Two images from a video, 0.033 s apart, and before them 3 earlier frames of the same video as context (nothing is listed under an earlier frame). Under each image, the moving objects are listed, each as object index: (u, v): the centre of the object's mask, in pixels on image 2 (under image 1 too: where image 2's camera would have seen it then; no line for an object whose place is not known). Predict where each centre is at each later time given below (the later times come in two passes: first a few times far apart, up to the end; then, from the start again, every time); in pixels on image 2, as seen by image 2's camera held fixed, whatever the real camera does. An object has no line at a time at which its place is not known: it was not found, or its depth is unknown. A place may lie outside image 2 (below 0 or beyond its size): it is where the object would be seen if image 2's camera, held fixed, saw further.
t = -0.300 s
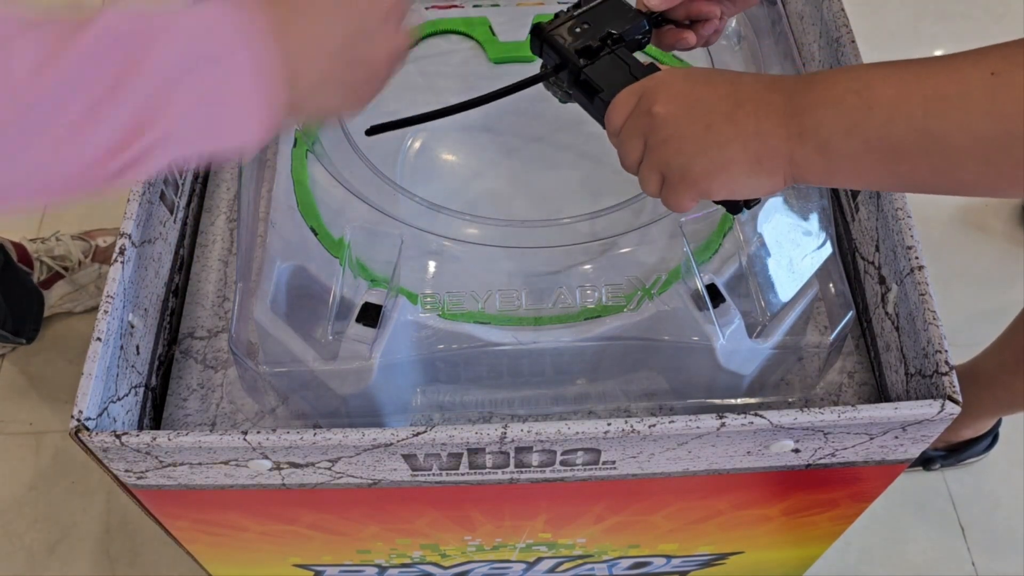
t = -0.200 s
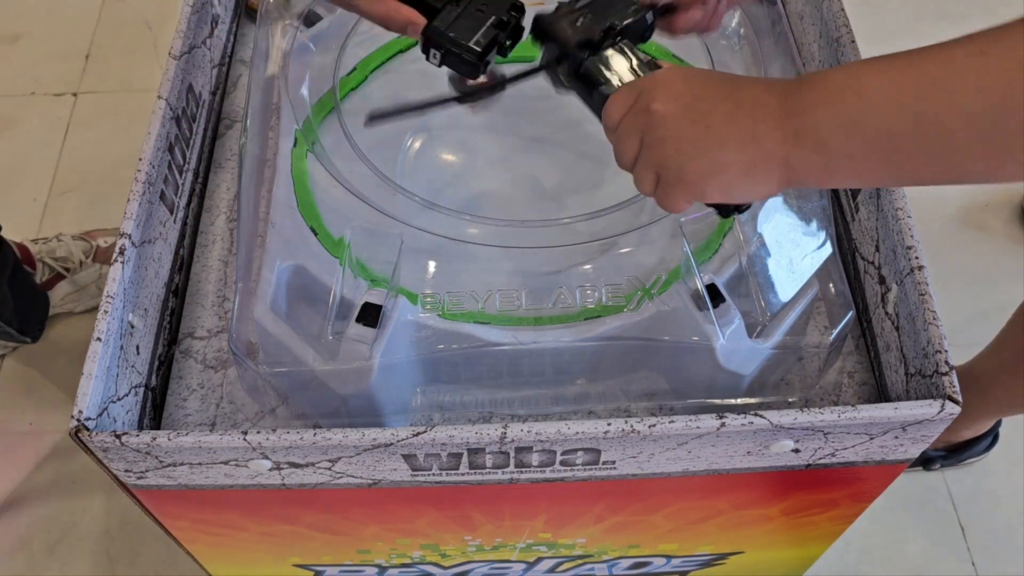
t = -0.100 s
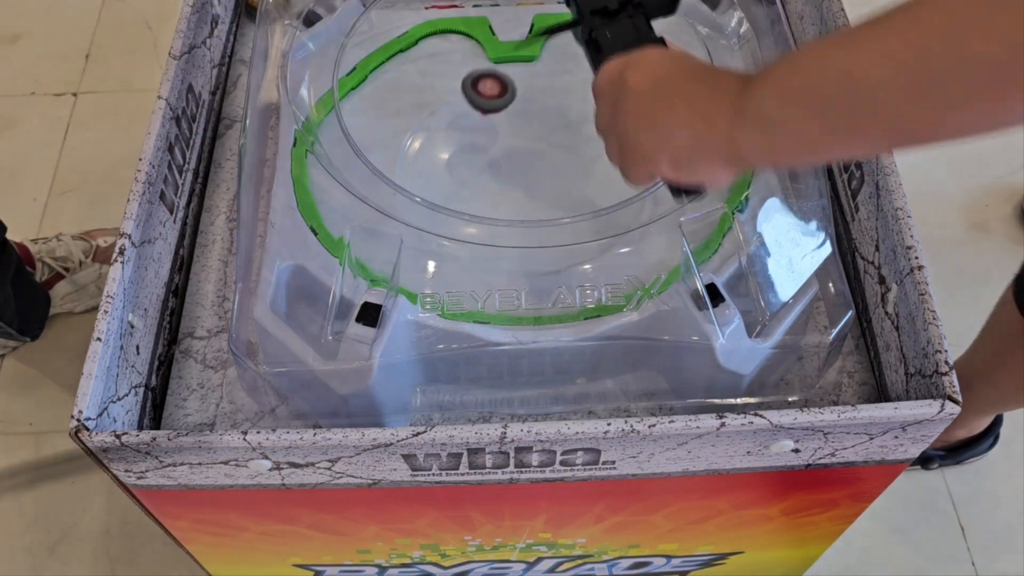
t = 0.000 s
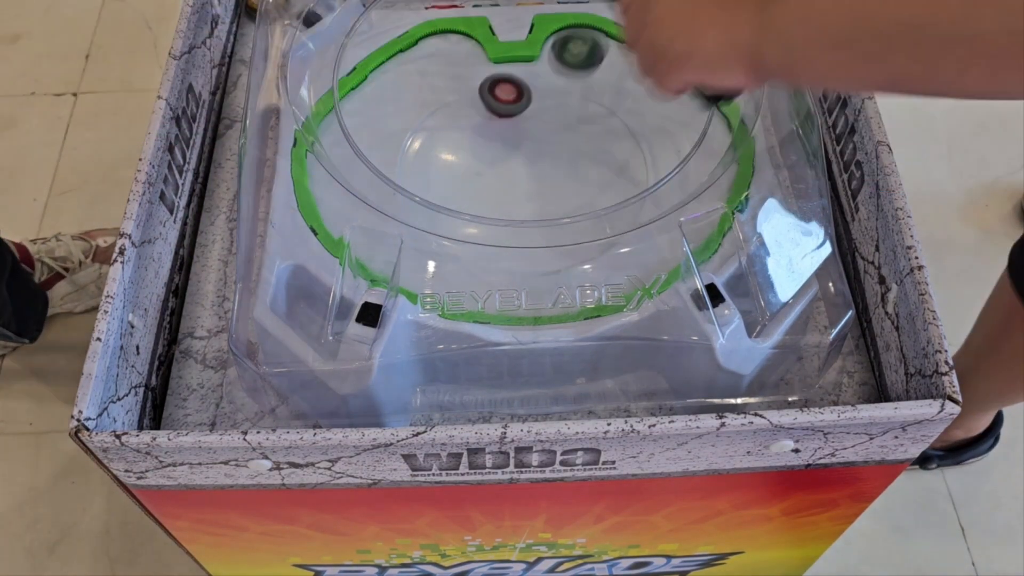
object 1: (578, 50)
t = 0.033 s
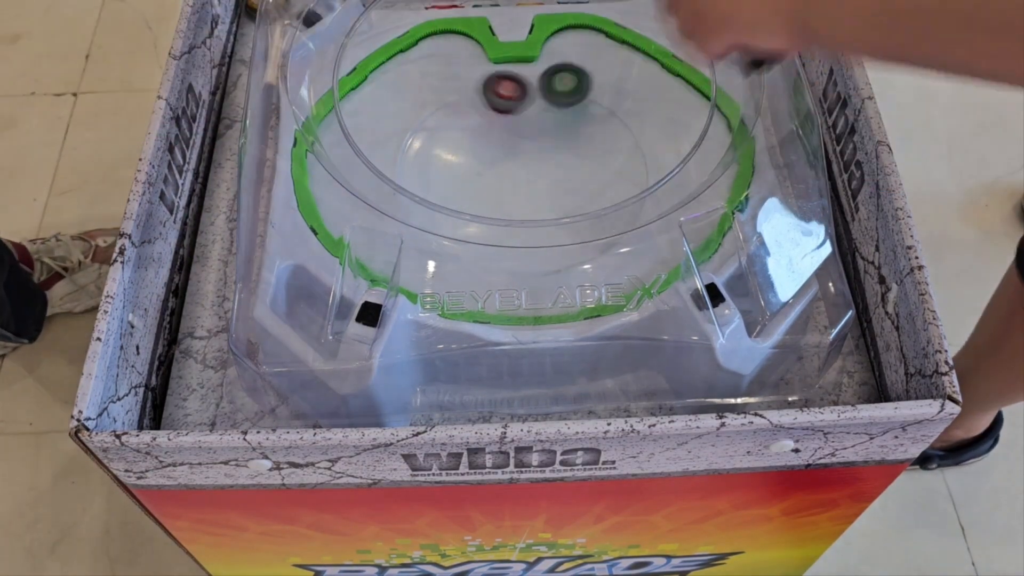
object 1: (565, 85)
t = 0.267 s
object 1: (711, 116)
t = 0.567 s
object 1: (639, 164)
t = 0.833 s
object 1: (473, 151)
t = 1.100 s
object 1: (436, 169)
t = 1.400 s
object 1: (576, 198)
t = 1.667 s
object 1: (573, 144)
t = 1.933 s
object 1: (442, 127)
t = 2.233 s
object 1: (473, 211)
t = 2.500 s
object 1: (603, 187)
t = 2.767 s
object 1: (534, 93)
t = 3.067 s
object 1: (413, 148)
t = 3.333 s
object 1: (529, 229)
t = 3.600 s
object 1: (606, 128)
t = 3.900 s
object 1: (466, 69)
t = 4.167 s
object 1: (385, 121)
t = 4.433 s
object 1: (428, 179)
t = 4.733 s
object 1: (623, 165)
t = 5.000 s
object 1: (563, 107)
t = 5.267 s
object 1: (428, 147)
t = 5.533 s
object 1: (516, 228)
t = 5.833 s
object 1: (618, 146)
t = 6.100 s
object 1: (485, 114)
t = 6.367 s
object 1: (442, 189)
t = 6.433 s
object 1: (466, 213)
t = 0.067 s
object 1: (587, 75)
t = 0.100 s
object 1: (610, 73)
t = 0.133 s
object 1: (633, 80)
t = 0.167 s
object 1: (655, 97)
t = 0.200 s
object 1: (674, 99)
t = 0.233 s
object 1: (692, 104)
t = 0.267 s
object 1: (711, 116)
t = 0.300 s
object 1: (725, 122)
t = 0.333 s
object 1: (724, 131)
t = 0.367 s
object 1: (715, 138)
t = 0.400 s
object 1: (704, 145)
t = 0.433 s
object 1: (694, 152)
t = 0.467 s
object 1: (683, 157)
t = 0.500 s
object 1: (669, 160)
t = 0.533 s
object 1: (653, 160)
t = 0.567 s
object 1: (639, 164)
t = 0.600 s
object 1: (621, 167)
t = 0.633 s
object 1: (600, 167)
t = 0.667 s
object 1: (577, 166)
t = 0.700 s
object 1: (554, 164)
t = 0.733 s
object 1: (532, 160)
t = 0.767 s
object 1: (511, 157)
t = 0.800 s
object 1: (491, 153)
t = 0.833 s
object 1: (473, 151)
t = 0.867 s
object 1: (457, 149)
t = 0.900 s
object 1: (444, 148)
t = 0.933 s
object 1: (434, 148)
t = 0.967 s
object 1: (428, 150)
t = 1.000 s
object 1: (424, 153)
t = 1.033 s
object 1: (425, 158)
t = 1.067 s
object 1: (429, 164)
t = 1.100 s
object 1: (436, 169)
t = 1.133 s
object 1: (447, 176)
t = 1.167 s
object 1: (459, 181)
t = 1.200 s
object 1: (474, 187)
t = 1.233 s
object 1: (491, 193)
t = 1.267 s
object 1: (510, 198)
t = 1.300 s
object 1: (528, 201)
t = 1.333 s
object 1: (546, 202)
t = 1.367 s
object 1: (563, 201)
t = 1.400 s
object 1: (576, 198)
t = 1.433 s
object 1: (588, 194)
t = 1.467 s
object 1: (597, 189)
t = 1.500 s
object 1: (603, 184)
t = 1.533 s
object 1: (604, 177)
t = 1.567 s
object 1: (602, 169)
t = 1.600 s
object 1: (595, 161)
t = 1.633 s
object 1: (585, 153)
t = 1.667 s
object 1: (573, 144)
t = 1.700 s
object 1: (558, 137)
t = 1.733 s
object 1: (541, 131)
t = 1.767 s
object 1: (523, 126)
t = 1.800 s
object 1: (505, 123)
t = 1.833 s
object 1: (487, 121)
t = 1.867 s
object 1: (470, 121)
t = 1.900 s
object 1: (455, 123)
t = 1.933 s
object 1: (442, 127)
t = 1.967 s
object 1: (432, 132)
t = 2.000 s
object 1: (425, 138)
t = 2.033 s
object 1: (422, 146)
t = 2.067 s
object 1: (422, 155)
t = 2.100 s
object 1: (426, 166)
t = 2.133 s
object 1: (433, 178)
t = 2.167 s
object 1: (444, 188)
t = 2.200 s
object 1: (457, 200)
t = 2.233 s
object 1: (473, 211)
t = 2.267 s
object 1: (492, 220)
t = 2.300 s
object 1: (513, 225)
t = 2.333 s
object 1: (534, 226)
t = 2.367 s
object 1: (553, 224)
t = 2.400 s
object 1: (571, 219)
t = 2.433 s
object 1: (586, 211)
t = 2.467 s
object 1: (595, 196)
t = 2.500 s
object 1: (603, 187)
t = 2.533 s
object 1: (608, 175)
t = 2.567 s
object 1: (607, 161)
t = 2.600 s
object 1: (602, 147)
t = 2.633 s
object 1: (594, 134)
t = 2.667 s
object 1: (583, 121)
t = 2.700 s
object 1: (568, 110)
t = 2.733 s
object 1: (552, 100)
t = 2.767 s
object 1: (534, 93)
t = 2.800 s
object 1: (515, 87)
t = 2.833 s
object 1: (495, 84)
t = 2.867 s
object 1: (476, 84)
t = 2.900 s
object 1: (457, 86)
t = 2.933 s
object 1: (439, 91)
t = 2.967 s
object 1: (425, 99)
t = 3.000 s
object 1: (418, 115)
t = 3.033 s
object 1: (413, 131)
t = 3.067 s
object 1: (413, 148)
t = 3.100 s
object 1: (416, 168)
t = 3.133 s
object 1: (426, 182)
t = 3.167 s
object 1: (436, 200)
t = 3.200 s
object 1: (451, 213)
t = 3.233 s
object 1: (468, 222)
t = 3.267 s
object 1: (488, 228)
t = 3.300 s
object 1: (508, 231)
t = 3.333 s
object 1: (529, 229)
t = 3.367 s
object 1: (548, 225)
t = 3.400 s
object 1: (566, 217)
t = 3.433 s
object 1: (582, 205)
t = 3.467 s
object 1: (593, 191)
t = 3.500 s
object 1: (603, 177)
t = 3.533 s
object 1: (608, 161)
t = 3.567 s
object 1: (609, 144)
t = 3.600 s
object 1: (606, 128)
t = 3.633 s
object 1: (599, 113)
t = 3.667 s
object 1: (589, 99)
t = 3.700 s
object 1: (575, 88)
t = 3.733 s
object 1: (560, 78)
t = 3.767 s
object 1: (542, 72)
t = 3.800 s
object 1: (524, 67)
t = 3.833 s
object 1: (504, 65)
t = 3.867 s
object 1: (485, 67)
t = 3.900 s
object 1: (466, 69)
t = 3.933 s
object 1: (449, 74)
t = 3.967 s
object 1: (434, 80)
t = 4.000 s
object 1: (421, 86)
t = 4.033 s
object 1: (410, 92)
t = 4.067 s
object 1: (401, 99)
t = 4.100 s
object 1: (394, 106)
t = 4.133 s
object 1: (388, 114)
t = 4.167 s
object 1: (385, 121)
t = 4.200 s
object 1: (383, 128)
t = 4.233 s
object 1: (383, 136)
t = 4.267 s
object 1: (384, 142)
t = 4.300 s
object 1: (387, 149)
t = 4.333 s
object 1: (392, 155)
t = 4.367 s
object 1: (401, 163)
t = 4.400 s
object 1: (413, 171)
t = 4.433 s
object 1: (428, 179)
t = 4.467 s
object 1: (448, 186)
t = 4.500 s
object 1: (471, 192)
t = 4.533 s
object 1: (496, 196)
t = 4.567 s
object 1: (522, 198)
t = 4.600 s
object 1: (549, 196)
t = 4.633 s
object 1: (572, 191)
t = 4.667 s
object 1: (593, 184)
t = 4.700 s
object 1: (610, 175)
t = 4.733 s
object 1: (623, 165)
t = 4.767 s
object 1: (631, 156)
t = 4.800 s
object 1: (634, 146)
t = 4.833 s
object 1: (632, 137)
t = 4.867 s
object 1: (625, 129)
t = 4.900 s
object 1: (615, 122)
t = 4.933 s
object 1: (601, 116)
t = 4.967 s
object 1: (583, 111)
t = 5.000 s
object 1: (563, 107)
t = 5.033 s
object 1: (541, 105)
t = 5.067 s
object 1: (519, 105)
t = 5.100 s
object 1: (499, 107)
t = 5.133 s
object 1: (479, 111)
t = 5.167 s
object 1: (462, 118)
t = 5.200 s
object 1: (447, 127)
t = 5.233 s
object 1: (436, 136)
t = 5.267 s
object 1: (428, 147)
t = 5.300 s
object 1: (425, 159)
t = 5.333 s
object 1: (426, 172)
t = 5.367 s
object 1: (433, 183)
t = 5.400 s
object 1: (445, 192)
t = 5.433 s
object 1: (457, 205)
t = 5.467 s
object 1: (473, 215)
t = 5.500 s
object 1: (495, 221)
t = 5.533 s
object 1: (516, 228)
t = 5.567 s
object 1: (539, 228)
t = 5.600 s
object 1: (560, 221)
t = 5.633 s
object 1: (580, 216)
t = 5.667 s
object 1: (597, 209)
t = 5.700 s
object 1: (608, 192)
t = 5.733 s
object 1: (617, 183)
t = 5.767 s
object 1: (623, 172)
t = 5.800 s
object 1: (623, 159)
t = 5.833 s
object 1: (618, 146)
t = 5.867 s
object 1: (609, 135)
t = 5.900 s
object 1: (596, 127)
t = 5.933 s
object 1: (580, 120)
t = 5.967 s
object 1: (562, 115)
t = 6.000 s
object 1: (543, 112)
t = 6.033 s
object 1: (522, 111)
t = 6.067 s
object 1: (502, 112)
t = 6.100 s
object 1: (485, 114)
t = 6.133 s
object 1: (468, 120)
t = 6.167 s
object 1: (454, 127)
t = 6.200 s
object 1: (442, 135)
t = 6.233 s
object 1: (434, 145)
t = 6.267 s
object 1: (429, 156)
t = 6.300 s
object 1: (429, 168)
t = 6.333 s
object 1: (433, 180)
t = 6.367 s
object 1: (442, 189)
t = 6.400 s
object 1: (452, 203)
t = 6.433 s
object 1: (466, 213)
